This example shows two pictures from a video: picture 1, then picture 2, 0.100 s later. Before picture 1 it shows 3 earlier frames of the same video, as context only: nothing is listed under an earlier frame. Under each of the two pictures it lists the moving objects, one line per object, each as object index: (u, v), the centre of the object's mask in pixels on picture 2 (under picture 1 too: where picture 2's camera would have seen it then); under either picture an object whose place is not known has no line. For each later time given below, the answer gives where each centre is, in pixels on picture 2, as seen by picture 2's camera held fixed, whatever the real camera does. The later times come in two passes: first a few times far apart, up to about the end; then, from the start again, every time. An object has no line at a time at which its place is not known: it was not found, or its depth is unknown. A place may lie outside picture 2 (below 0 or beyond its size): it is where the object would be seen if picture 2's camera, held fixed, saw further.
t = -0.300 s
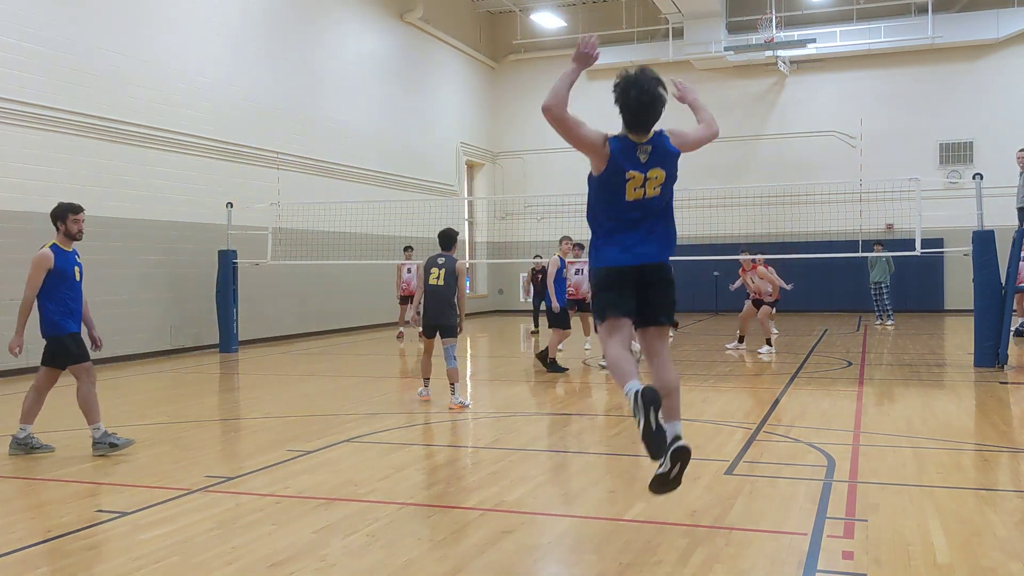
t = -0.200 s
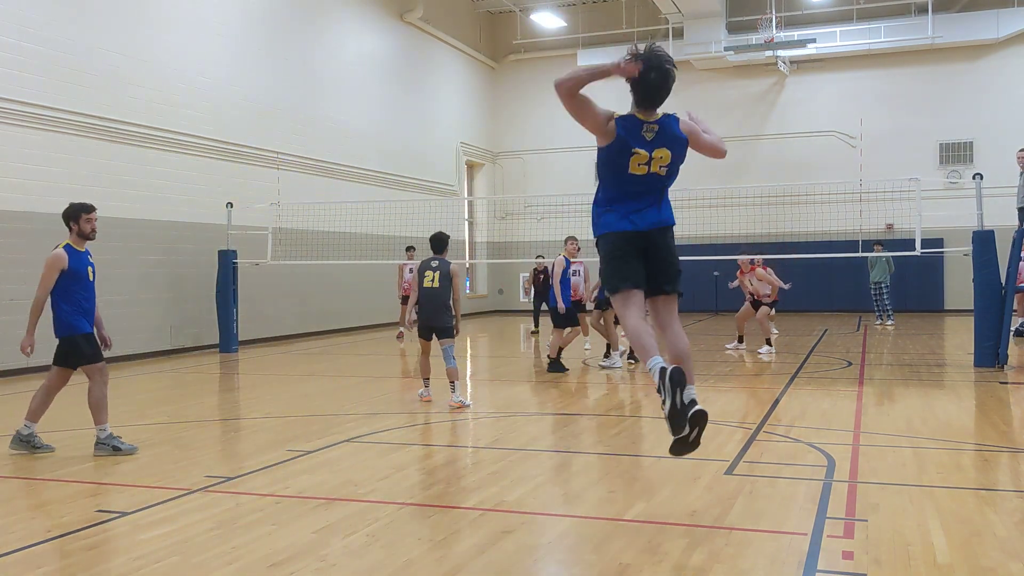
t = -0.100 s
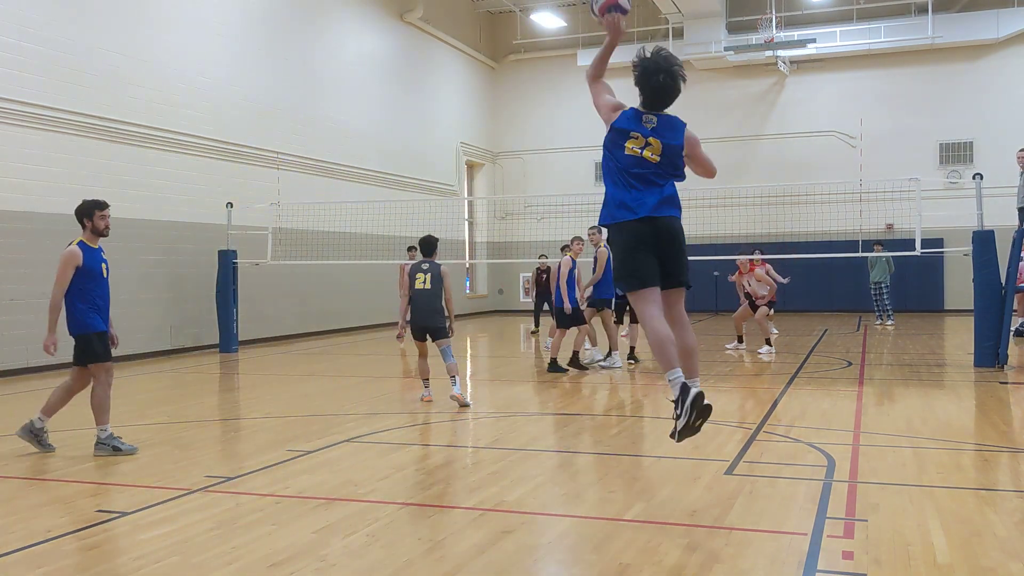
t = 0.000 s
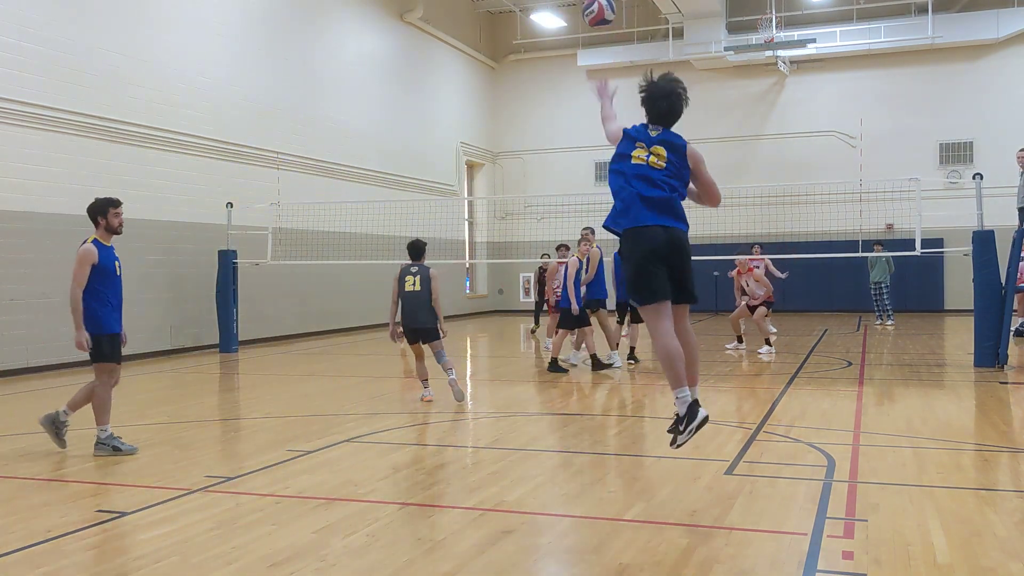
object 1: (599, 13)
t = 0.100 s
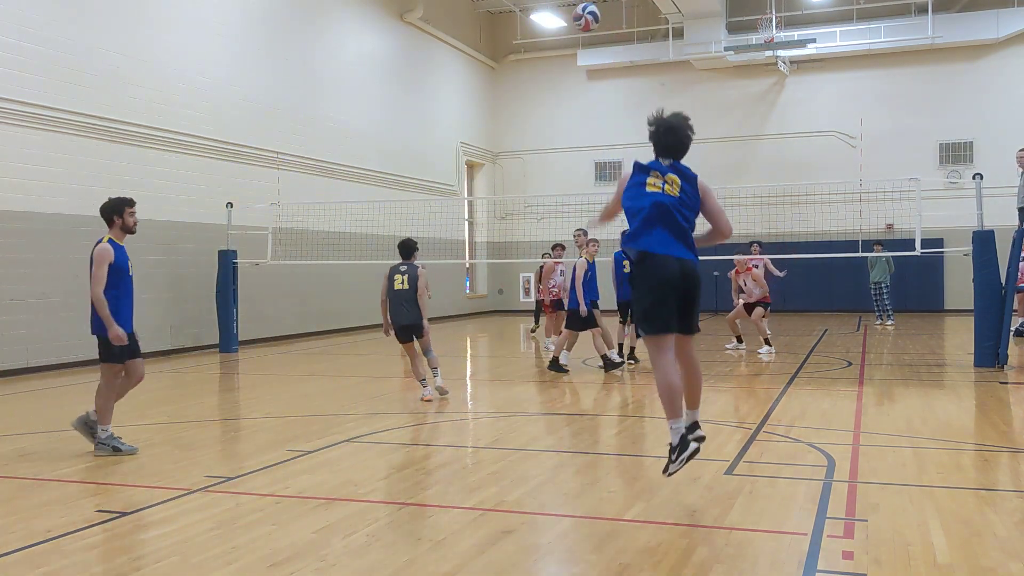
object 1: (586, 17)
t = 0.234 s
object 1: (574, 39)
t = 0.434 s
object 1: (558, 90)
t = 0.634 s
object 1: (549, 149)
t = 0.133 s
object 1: (583, 21)
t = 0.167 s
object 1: (580, 26)
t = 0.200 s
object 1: (576, 32)
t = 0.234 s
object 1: (574, 39)
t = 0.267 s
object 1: (570, 47)
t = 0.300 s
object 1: (567, 55)
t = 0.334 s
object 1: (564, 64)
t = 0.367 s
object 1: (562, 73)
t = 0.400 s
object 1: (560, 82)
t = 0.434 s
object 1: (558, 90)
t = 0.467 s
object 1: (556, 100)
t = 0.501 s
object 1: (555, 109)
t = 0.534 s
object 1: (554, 119)
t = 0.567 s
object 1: (552, 129)
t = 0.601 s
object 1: (550, 139)
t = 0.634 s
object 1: (549, 149)
